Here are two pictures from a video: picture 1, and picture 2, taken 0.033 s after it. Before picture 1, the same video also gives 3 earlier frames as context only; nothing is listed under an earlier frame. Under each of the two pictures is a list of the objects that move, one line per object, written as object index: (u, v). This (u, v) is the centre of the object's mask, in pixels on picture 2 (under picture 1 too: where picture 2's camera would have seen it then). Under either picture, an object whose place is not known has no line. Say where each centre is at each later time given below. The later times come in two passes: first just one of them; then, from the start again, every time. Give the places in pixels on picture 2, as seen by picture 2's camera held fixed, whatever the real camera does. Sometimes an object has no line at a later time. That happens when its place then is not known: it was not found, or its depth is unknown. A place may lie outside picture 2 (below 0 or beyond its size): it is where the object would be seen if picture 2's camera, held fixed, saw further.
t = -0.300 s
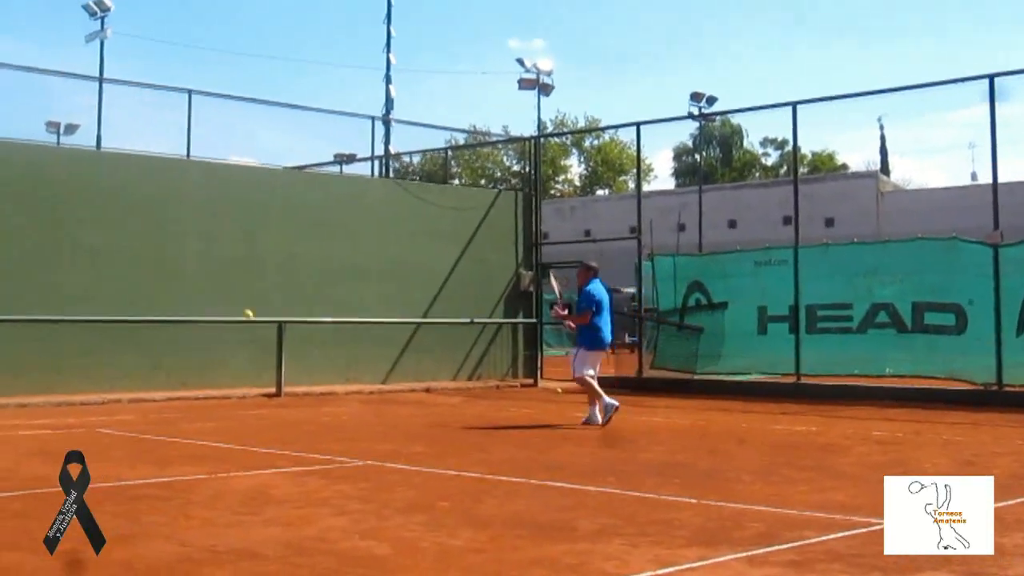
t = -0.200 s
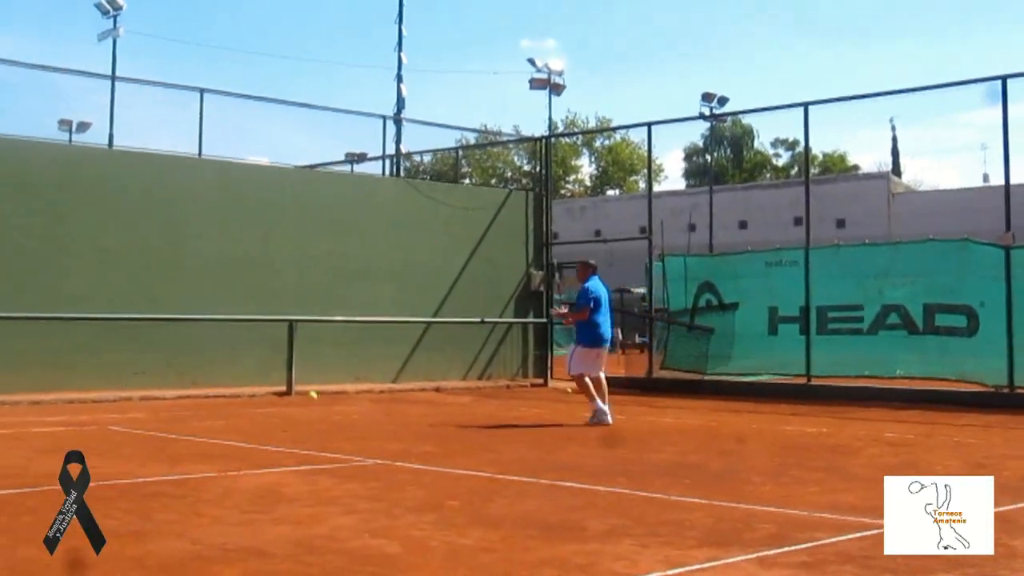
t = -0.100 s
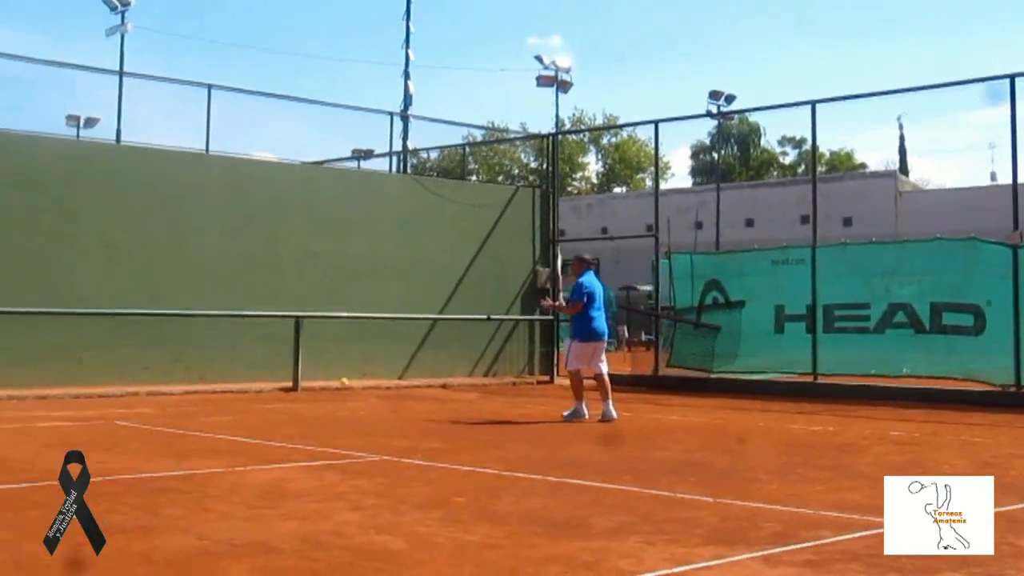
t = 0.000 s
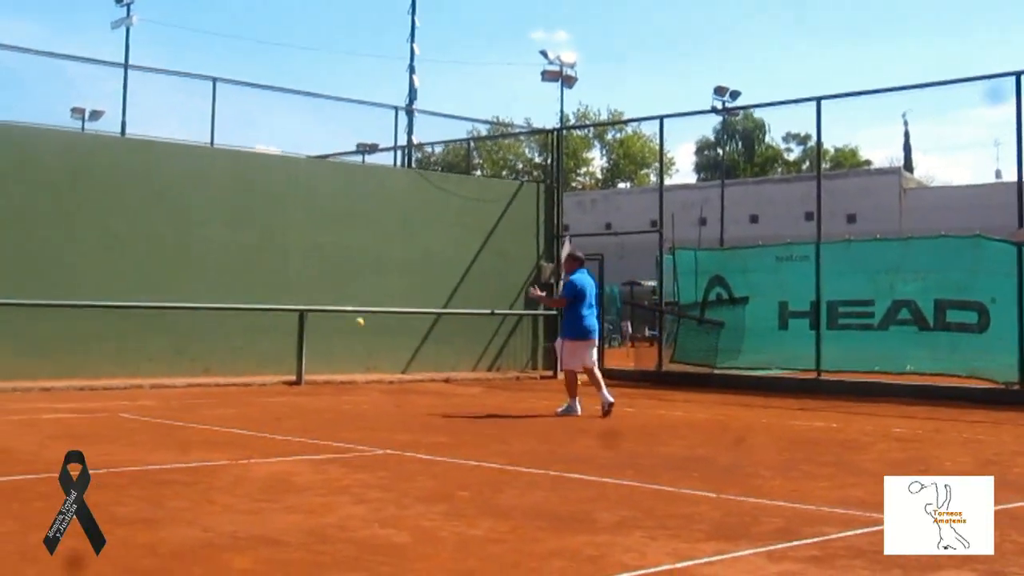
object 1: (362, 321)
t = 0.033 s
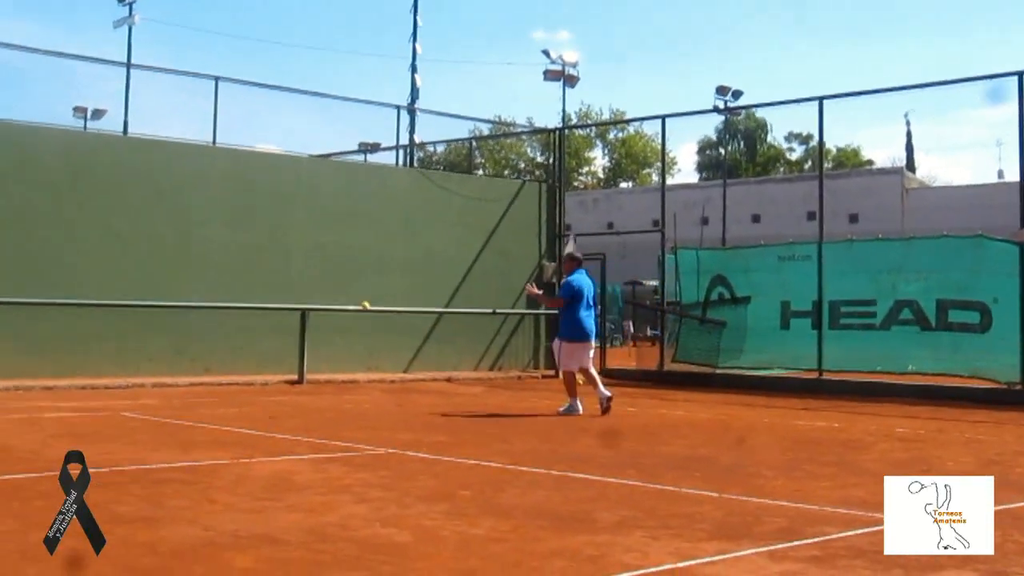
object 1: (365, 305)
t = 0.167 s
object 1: (380, 257)
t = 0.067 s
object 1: (369, 291)
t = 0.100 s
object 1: (373, 278)
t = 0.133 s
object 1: (376, 268)
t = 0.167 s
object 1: (380, 257)
